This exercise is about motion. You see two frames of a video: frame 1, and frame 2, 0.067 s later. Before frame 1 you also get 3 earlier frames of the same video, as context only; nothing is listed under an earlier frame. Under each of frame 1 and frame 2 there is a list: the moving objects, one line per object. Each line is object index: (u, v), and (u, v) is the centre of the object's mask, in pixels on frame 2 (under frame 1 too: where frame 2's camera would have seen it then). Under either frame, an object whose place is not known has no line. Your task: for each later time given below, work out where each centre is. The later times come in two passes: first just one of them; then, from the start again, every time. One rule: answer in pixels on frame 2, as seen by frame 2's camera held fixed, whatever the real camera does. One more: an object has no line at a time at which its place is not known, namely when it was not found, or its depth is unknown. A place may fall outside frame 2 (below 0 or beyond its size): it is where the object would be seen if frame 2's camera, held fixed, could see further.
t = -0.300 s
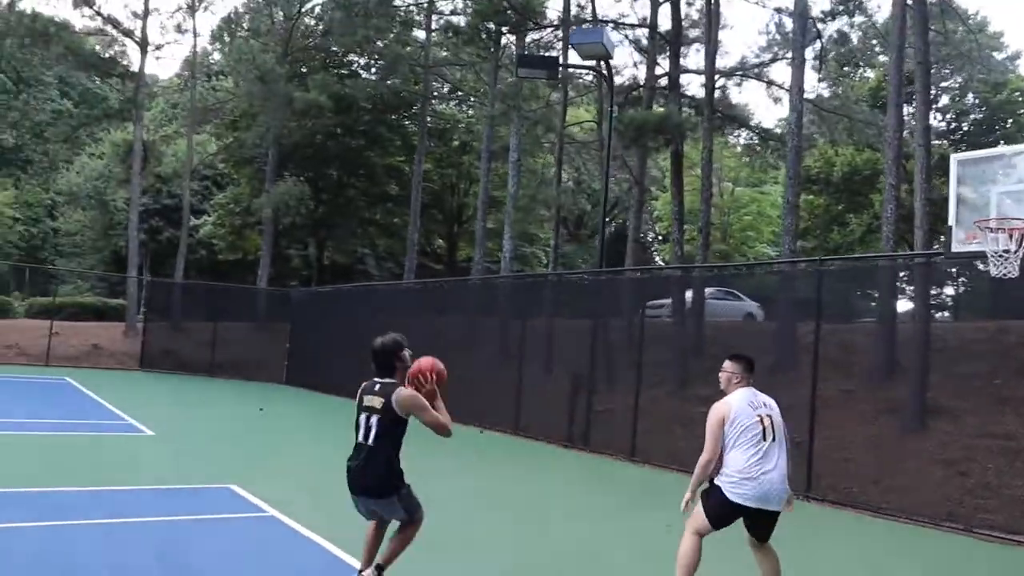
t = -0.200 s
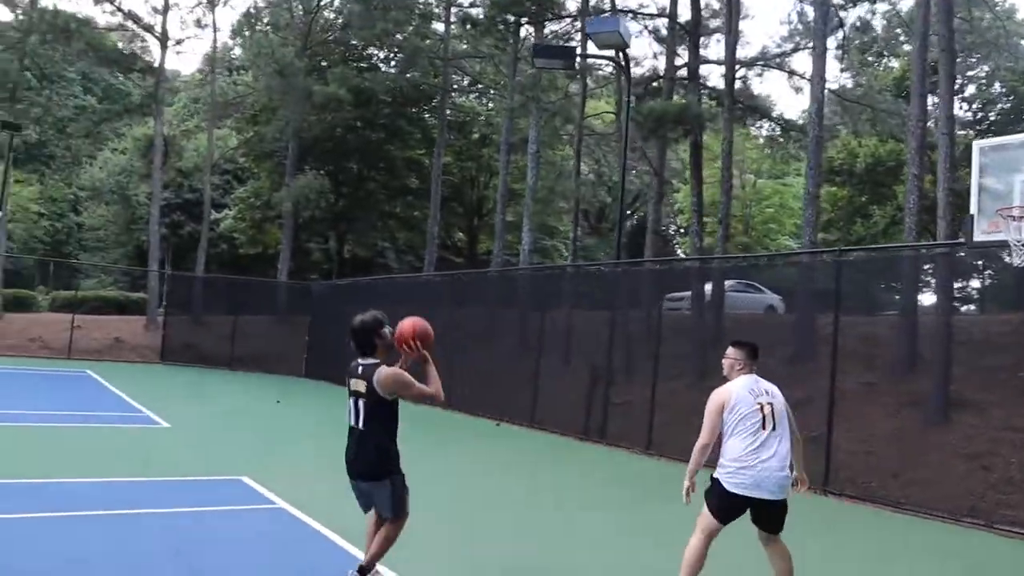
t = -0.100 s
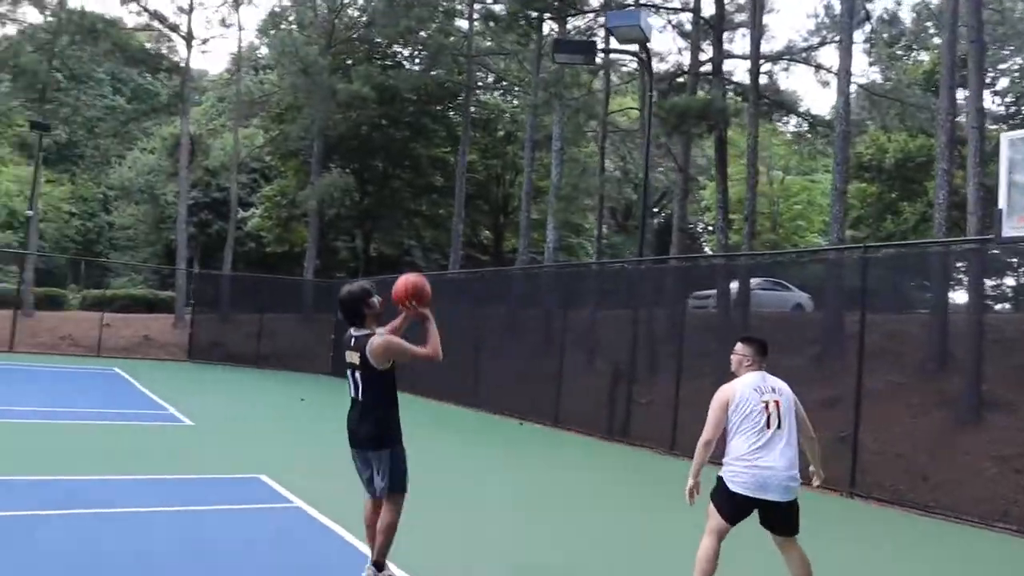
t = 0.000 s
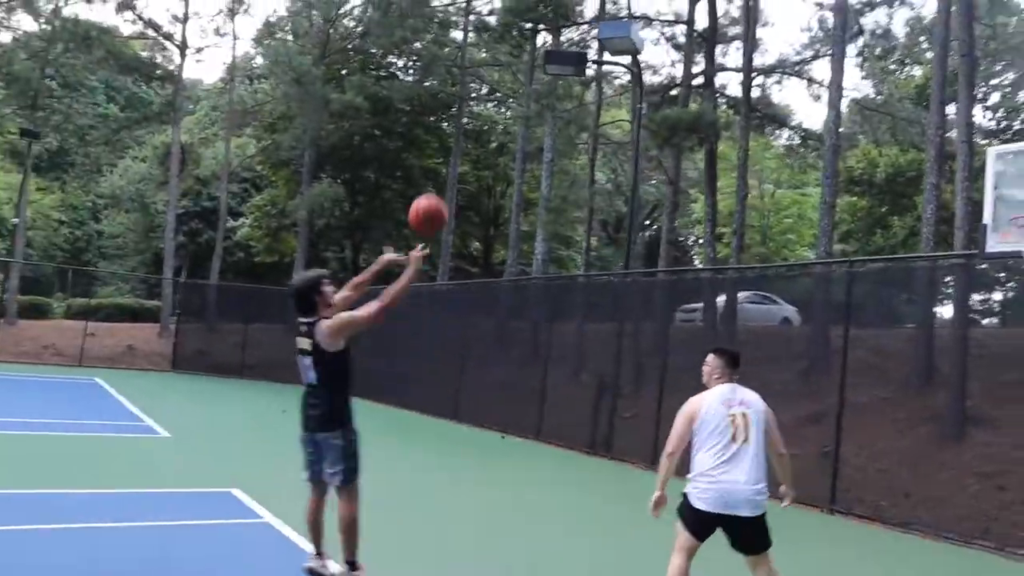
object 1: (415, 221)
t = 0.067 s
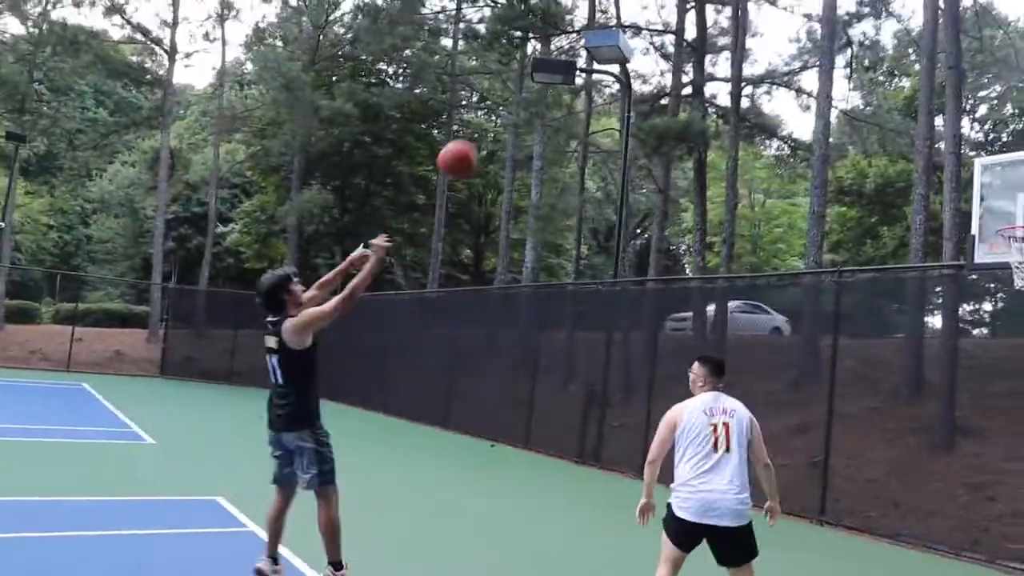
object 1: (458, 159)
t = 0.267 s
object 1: (575, 24)
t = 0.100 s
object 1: (477, 132)
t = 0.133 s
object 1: (498, 106)
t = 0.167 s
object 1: (519, 84)
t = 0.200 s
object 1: (538, 61)
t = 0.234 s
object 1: (557, 40)
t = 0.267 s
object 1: (575, 24)
